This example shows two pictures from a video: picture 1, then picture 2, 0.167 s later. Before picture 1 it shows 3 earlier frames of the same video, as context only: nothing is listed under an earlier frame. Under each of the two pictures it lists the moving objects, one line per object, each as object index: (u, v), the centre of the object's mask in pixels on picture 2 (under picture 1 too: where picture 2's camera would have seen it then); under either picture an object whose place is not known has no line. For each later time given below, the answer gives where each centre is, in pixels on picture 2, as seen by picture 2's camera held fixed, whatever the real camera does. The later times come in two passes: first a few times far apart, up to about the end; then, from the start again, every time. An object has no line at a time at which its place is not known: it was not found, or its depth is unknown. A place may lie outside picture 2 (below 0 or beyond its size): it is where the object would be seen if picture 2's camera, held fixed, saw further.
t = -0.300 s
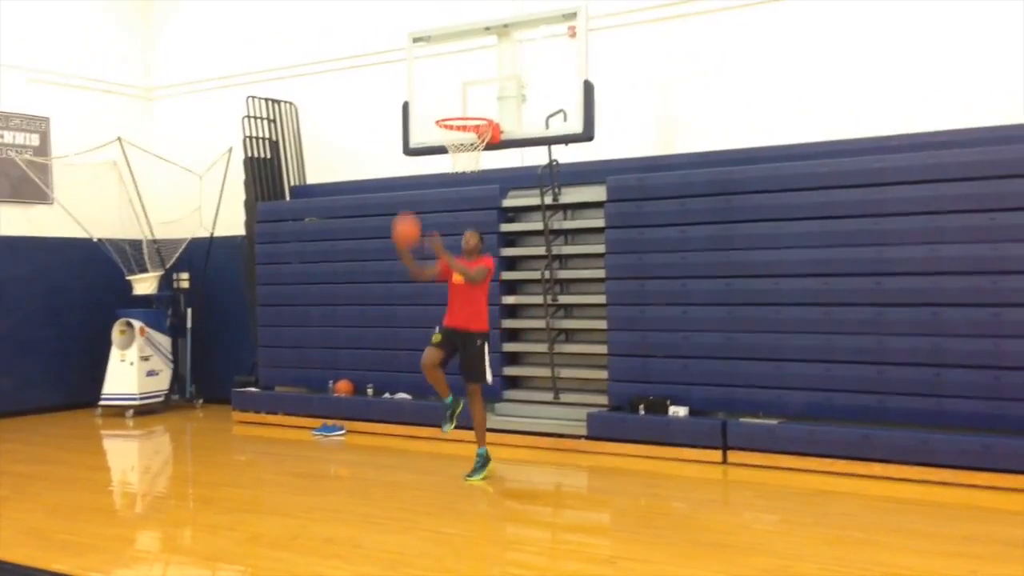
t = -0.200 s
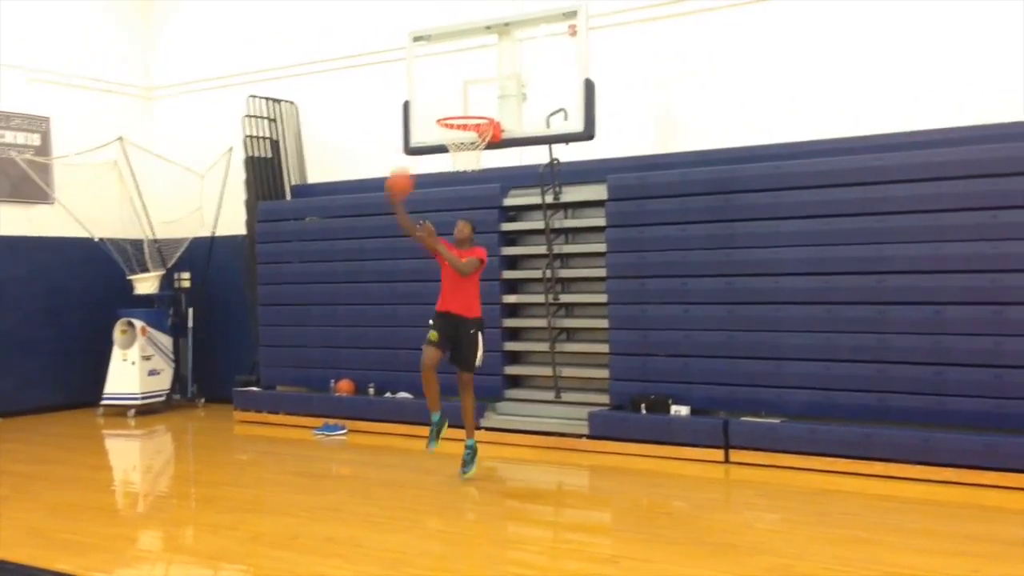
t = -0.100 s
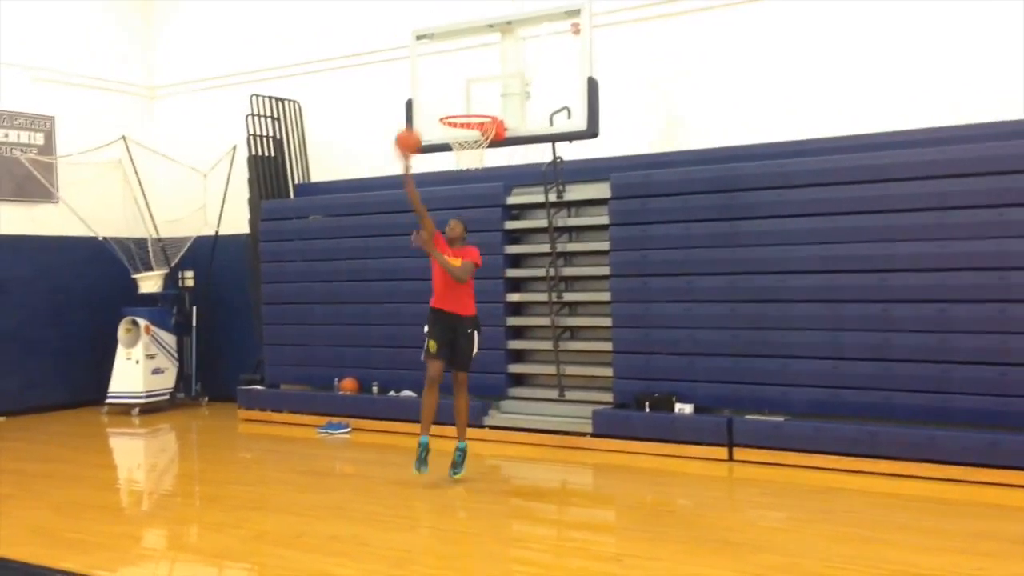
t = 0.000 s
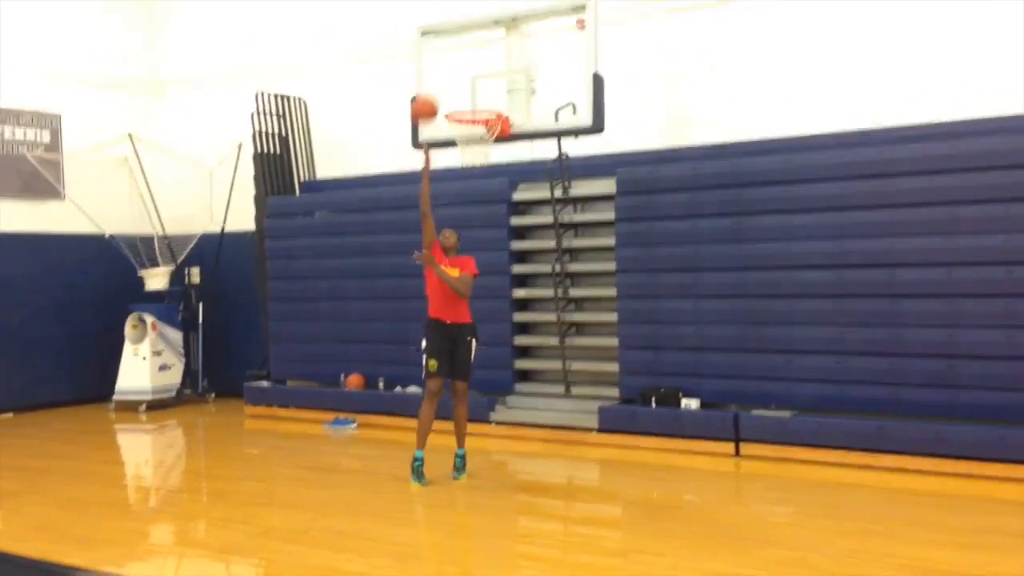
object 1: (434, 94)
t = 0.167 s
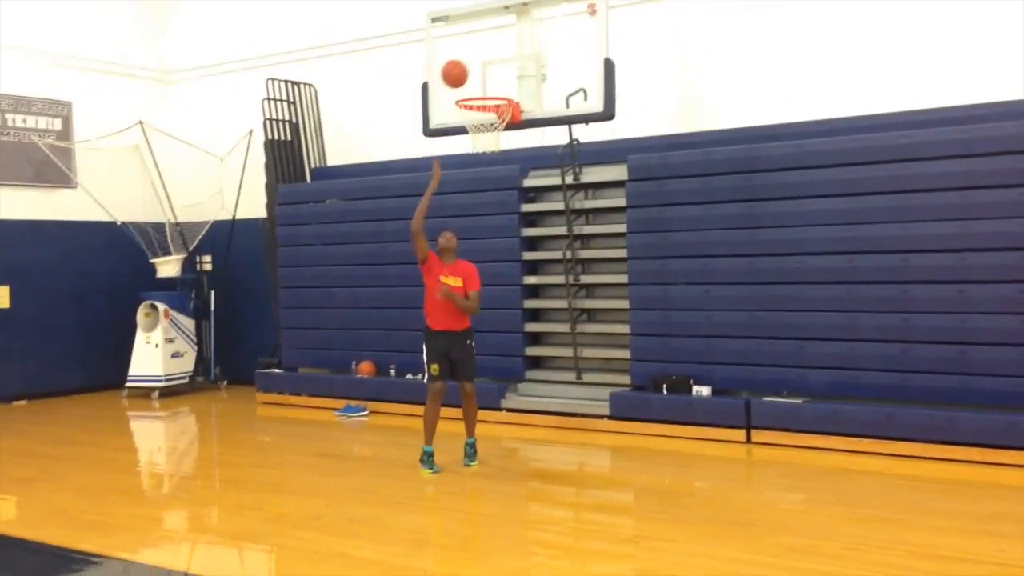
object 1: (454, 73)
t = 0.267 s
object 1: (467, 76)
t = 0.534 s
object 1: (487, 92)
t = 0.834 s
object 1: (500, 175)
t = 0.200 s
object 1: (458, 73)
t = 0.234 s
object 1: (463, 74)
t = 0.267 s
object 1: (467, 76)
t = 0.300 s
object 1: (471, 79)
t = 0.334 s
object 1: (475, 84)
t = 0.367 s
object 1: (478, 84)
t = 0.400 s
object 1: (480, 83)
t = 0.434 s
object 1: (482, 84)
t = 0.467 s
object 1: (484, 85)
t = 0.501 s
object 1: (486, 87)
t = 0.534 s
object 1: (487, 92)
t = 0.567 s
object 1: (489, 96)
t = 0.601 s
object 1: (492, 104)
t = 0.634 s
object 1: (494, 113)
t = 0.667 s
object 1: (497, 119)
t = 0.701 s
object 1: (497, 132)
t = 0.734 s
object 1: (498, 141)
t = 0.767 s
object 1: (499, 154)
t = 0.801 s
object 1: (499, 164)
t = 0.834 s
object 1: (500, 175)
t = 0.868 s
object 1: (500, 189)
